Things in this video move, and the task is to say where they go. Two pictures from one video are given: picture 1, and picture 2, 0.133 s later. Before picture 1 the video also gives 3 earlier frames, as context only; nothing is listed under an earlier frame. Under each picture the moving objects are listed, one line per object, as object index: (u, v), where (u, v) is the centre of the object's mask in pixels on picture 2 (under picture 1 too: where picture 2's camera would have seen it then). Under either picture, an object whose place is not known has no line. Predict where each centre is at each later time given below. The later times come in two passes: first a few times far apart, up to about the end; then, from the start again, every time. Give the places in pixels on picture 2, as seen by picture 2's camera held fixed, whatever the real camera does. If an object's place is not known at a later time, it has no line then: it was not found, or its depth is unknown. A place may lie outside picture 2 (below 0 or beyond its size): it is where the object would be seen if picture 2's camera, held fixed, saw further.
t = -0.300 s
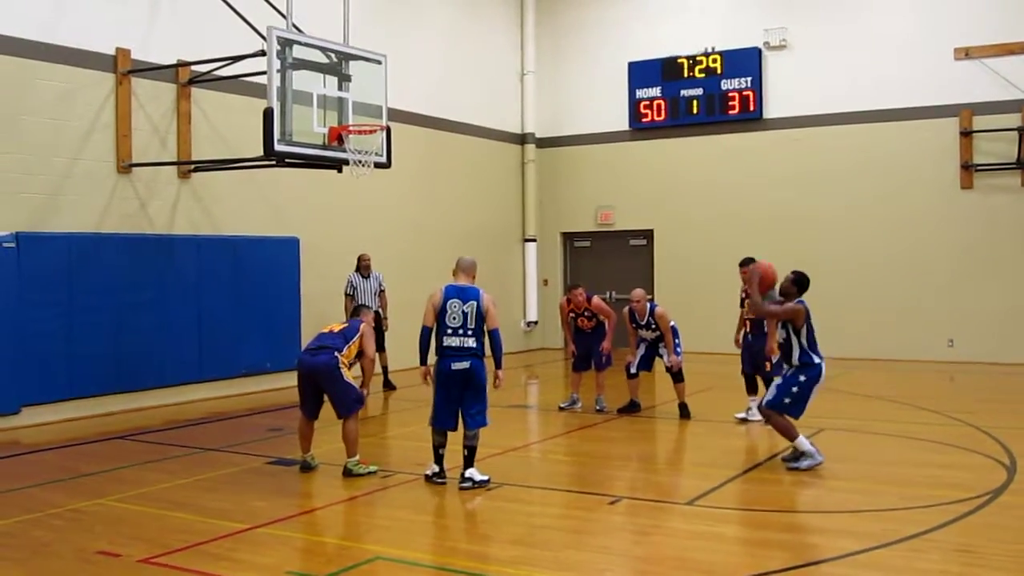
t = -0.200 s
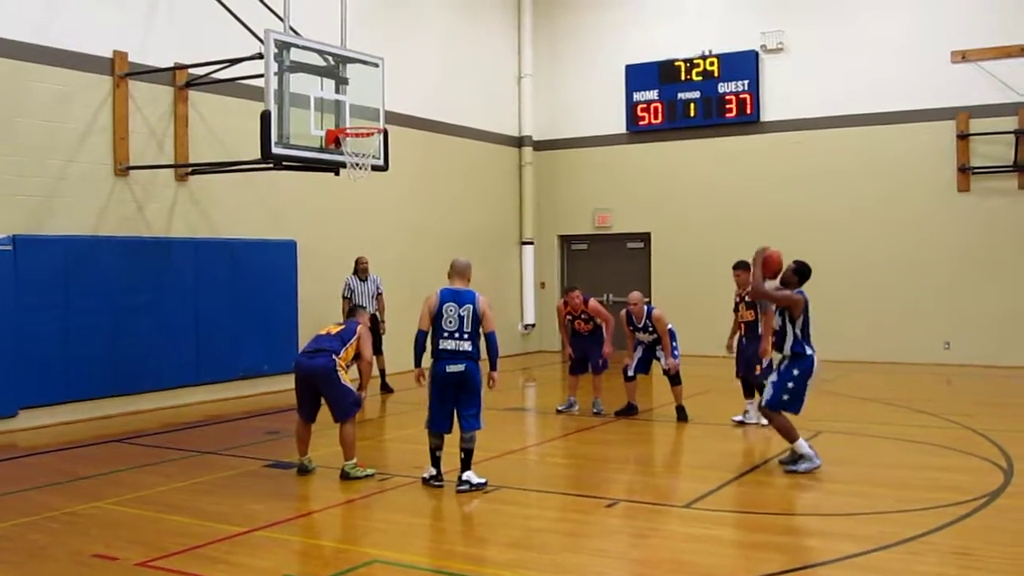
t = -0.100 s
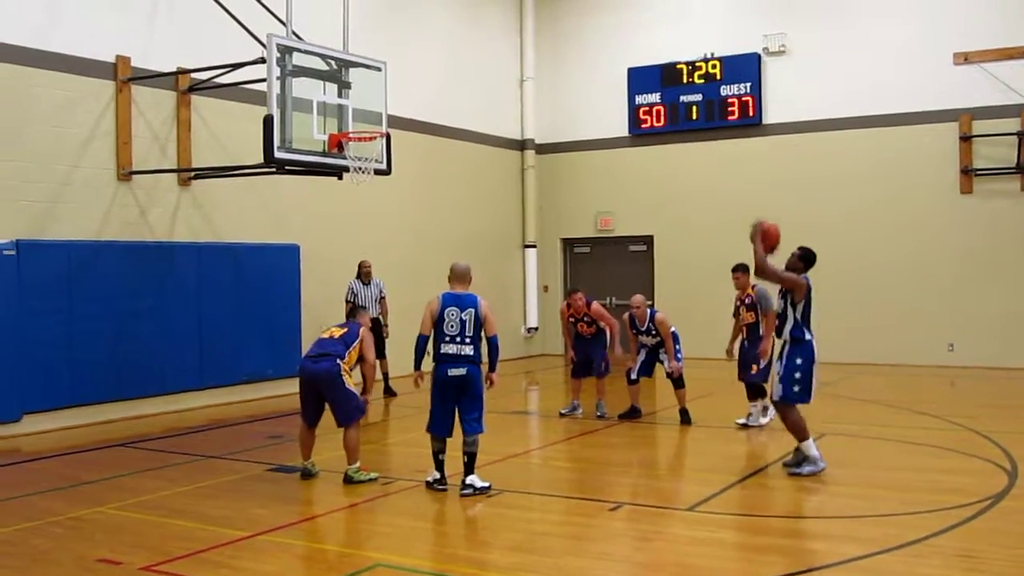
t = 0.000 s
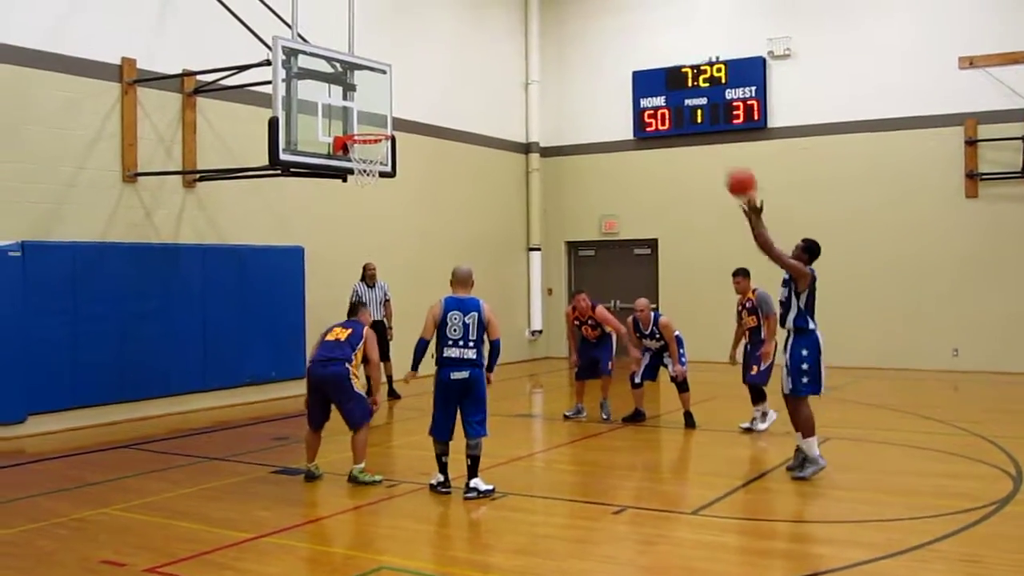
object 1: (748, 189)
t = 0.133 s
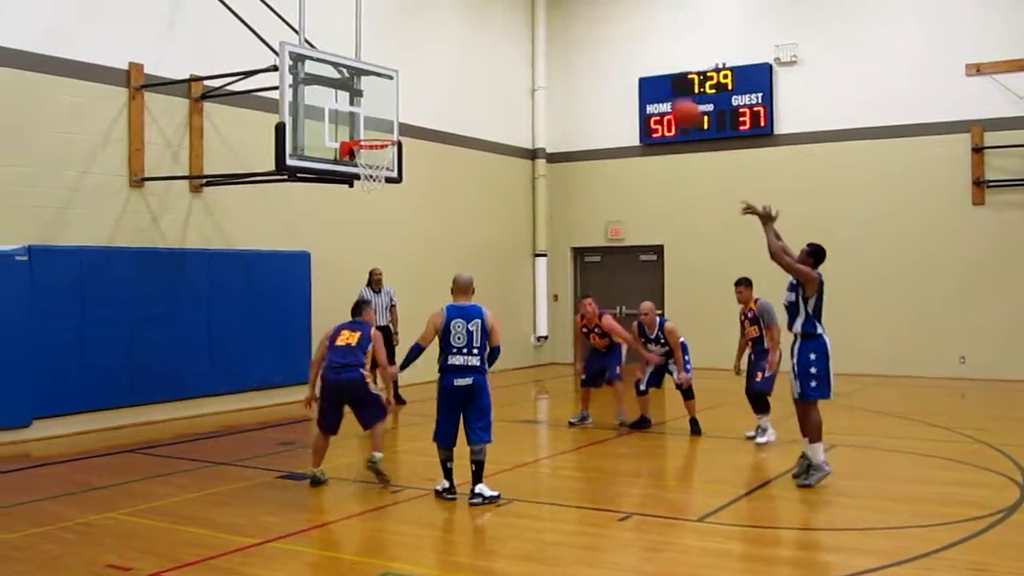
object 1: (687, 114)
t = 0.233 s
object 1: (643, 76)
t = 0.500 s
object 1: (540, 34)
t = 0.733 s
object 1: (463, 59)
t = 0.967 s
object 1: (396, 131)
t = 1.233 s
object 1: (356, 125)
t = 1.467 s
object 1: (380, 144)
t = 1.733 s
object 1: (360, 194)
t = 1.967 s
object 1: (351, 271)
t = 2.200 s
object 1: (342, 395)
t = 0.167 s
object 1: (671, 99)
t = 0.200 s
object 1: (657, 87)
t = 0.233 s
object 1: (643, 76)
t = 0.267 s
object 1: (629, 65)
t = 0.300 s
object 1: (615, 57)
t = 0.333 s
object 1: (602, 50)
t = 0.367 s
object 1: (589, 44)
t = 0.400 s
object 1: (577, 40)
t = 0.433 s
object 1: (565, 37)
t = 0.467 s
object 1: (553, 35)
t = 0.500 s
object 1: (540, 34)
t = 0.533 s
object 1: (529, 34)
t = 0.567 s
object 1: (518, 36)
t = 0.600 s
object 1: (507, 39)
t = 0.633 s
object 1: (495, 42)
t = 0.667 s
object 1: (484, 47)
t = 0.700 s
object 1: (473, 52)
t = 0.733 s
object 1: (463, 59)
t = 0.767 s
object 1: (452, 67)
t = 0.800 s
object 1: (443, 76)
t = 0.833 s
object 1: (433, 85)
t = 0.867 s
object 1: (423, 96)
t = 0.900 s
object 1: (414, 107)
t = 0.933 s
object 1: (404, 120)
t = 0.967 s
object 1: (396, 131)
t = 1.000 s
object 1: (390, 128)
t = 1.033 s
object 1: (384, 125)
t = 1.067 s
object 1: (378, 123)
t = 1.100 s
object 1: (372, 122)
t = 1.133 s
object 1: (366, 123)
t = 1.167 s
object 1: (359, 123)
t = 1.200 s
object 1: (355, 125)
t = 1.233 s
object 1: (356, 125)
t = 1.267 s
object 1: (361, 125)
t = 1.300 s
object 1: (365, 126)
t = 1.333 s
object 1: (369, 128)
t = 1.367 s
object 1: (373, 130)
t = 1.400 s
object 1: (377, 132)
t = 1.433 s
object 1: (381, 139)
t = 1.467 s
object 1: (380, 144)
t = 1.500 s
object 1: (377, 153)
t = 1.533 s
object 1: (373, 158)
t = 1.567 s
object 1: (370, 162)
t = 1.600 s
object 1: (367, 171)
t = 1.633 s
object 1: (365, 176)
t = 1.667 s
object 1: (363, 180)
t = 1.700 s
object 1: (361, 187)
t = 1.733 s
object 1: (360, 194)
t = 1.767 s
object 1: (359, 202)
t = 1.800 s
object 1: (358, 211)
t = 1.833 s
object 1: (356, 221)
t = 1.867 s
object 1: (355, 232)
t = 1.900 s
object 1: (354, 244)
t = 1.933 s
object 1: (352, 257)
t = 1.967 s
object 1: (351, 271)
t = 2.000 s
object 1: (350, 285)
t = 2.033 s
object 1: (348, 302)
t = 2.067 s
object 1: (347, 318)
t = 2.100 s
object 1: (346, 336)
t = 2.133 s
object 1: (345, 355)
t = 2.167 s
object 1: (344, 374)
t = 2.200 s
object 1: (342, 395)
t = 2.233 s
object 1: (340, 416)
